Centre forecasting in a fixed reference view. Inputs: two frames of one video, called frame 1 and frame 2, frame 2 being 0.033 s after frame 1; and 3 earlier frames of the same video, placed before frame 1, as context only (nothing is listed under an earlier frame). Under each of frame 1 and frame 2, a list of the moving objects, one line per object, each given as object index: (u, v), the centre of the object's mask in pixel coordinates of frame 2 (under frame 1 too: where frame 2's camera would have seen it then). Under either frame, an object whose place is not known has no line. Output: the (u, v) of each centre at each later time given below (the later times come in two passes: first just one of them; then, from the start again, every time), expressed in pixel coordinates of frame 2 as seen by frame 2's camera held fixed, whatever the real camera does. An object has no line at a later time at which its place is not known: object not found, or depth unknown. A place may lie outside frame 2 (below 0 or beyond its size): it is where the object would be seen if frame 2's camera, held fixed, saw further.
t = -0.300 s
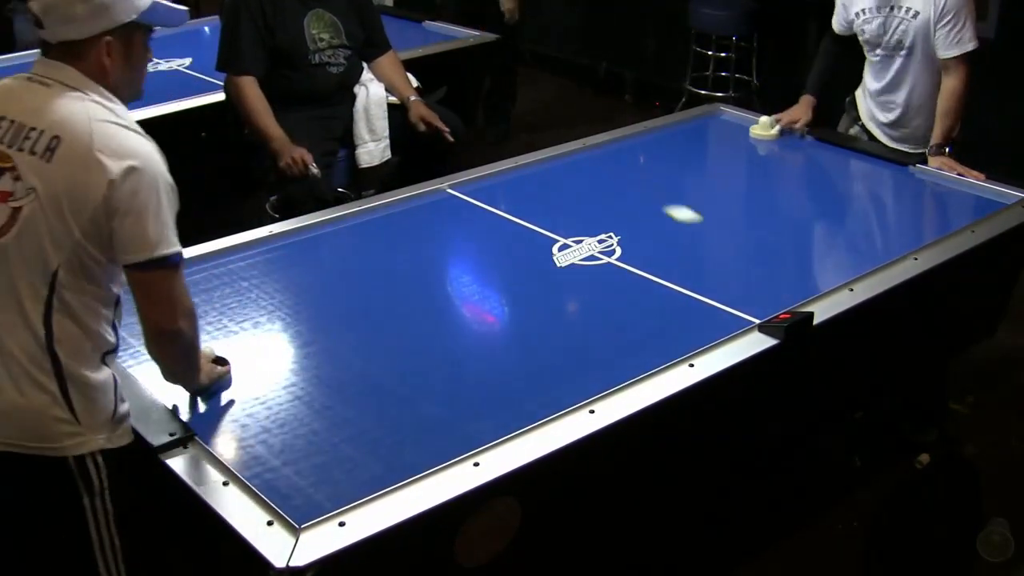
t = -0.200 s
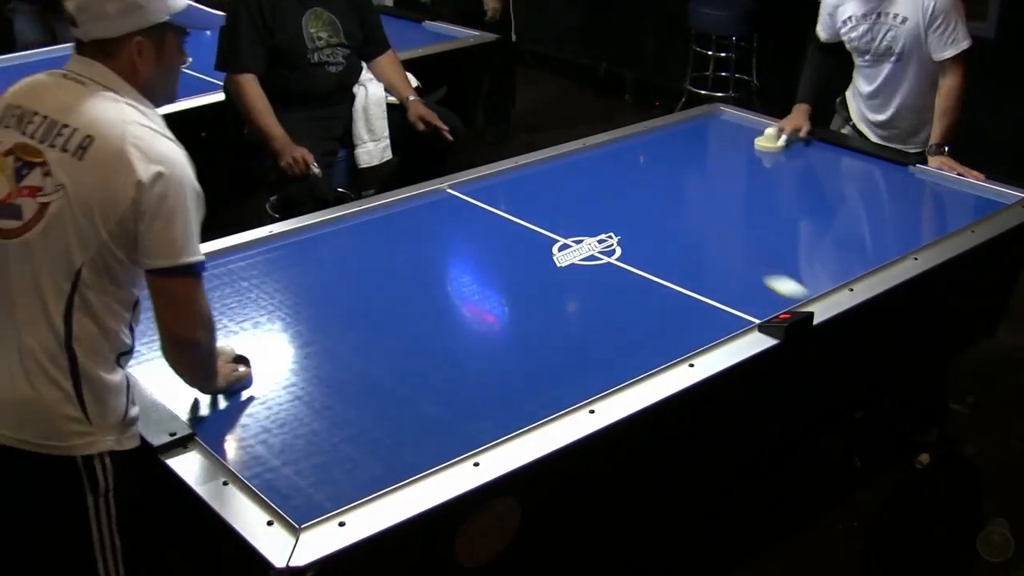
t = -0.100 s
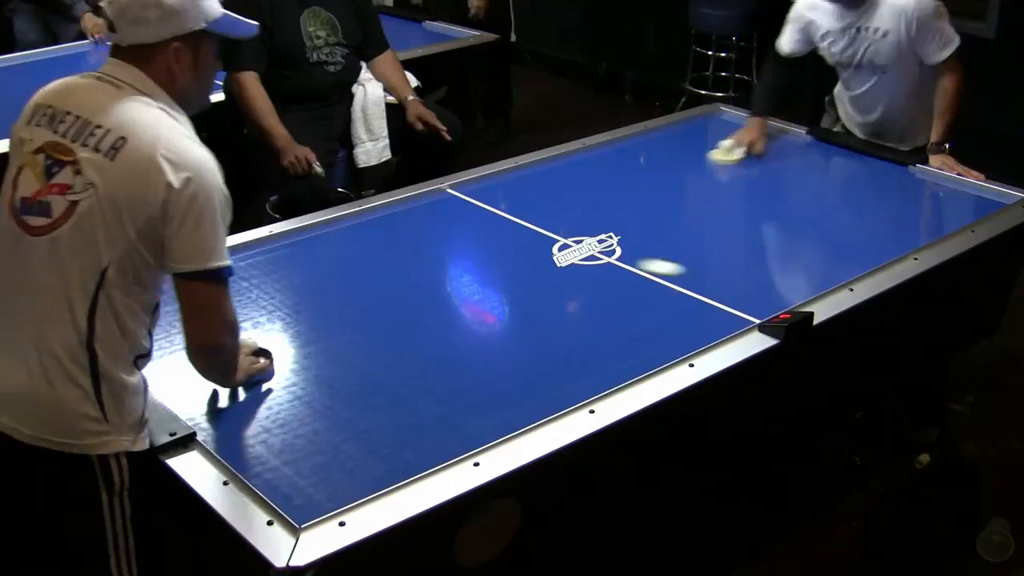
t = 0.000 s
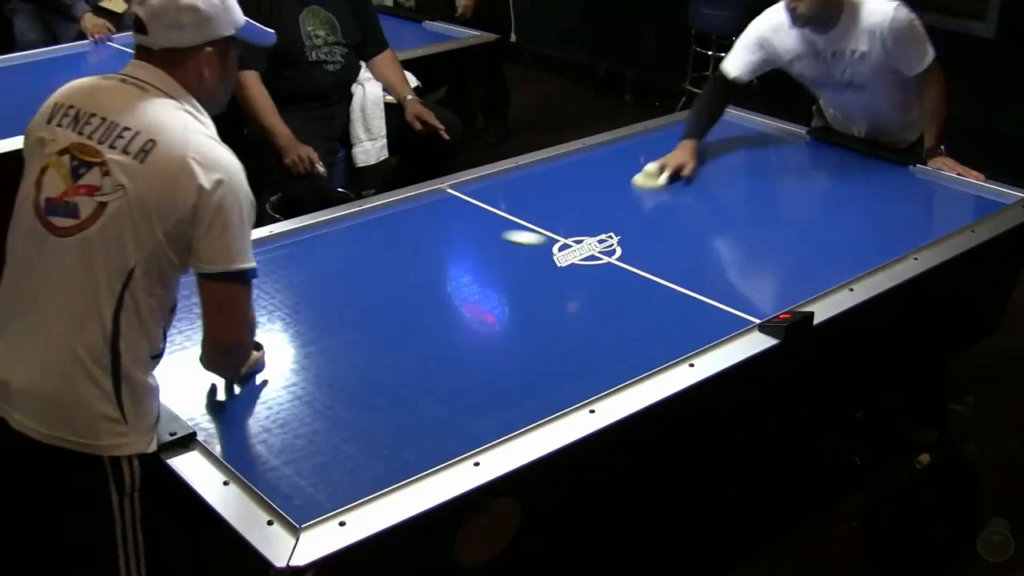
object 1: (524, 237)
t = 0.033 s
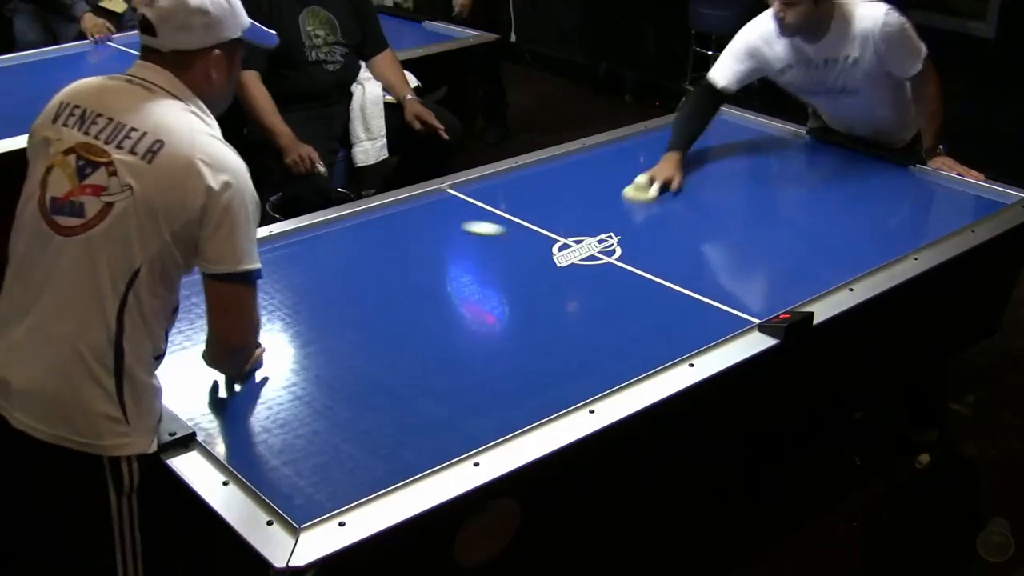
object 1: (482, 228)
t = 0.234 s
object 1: (460, 256)
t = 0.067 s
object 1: (444, 219)
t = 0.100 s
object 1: (407, 210)
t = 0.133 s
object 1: (411, 217)
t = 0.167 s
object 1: (427, 230)
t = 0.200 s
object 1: (443, 243)
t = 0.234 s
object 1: (460, 256)
